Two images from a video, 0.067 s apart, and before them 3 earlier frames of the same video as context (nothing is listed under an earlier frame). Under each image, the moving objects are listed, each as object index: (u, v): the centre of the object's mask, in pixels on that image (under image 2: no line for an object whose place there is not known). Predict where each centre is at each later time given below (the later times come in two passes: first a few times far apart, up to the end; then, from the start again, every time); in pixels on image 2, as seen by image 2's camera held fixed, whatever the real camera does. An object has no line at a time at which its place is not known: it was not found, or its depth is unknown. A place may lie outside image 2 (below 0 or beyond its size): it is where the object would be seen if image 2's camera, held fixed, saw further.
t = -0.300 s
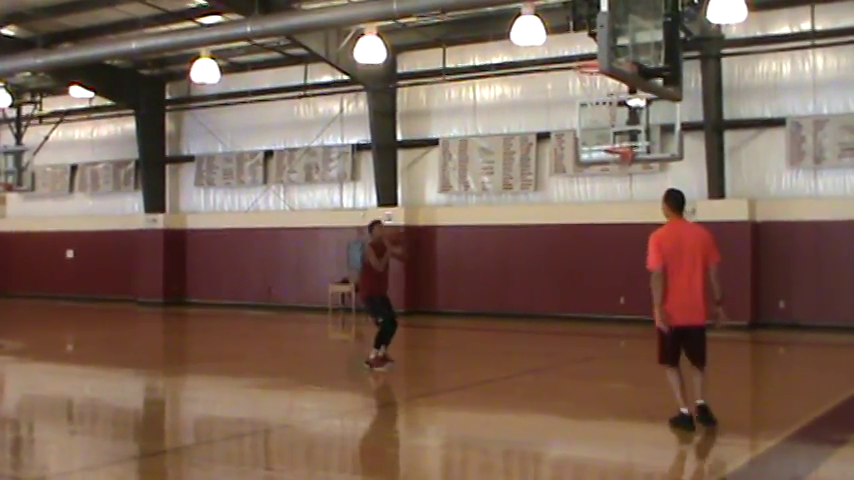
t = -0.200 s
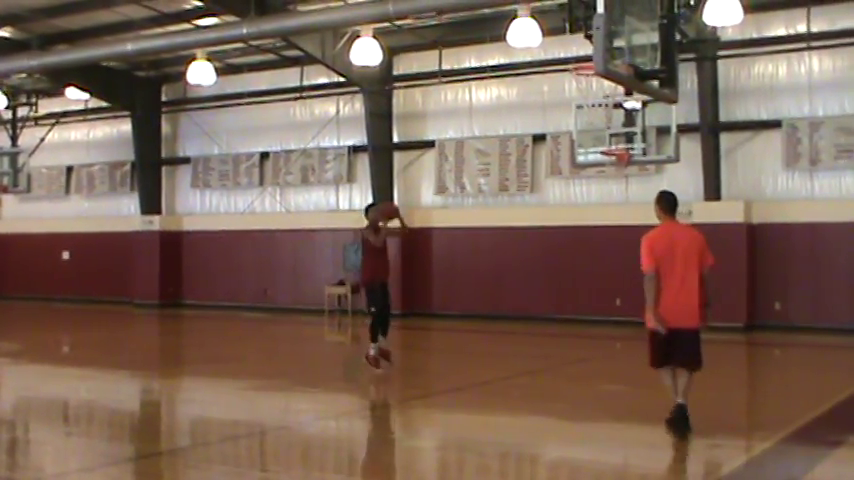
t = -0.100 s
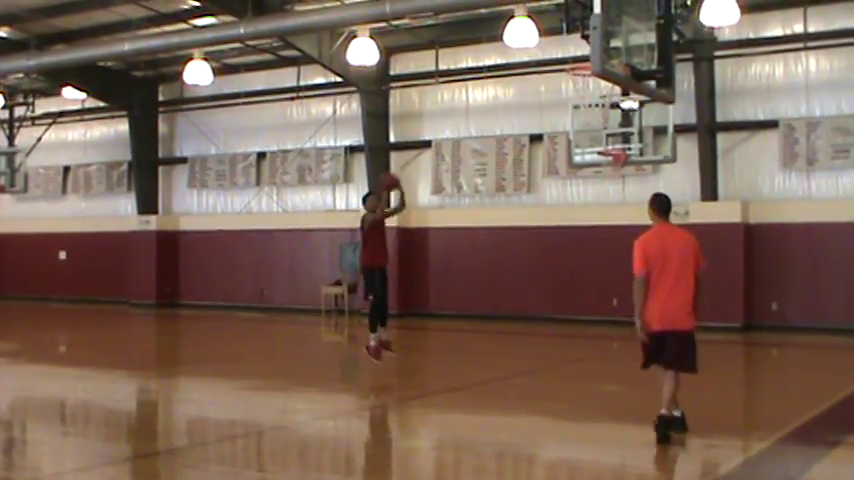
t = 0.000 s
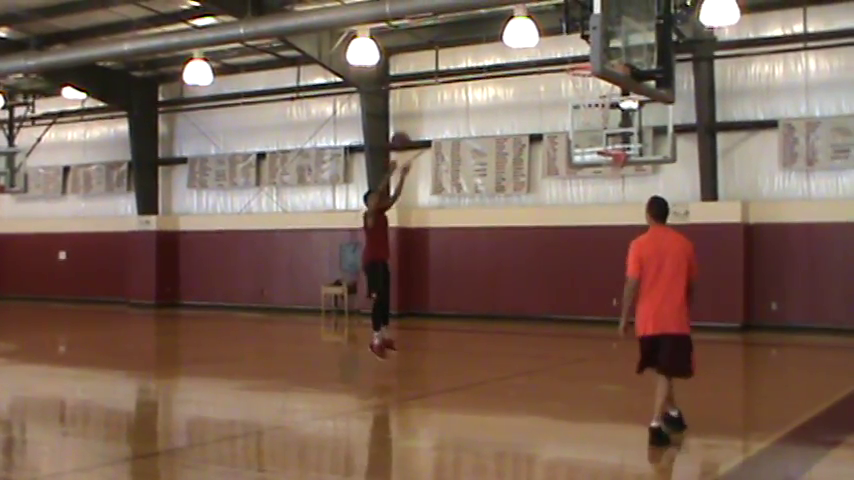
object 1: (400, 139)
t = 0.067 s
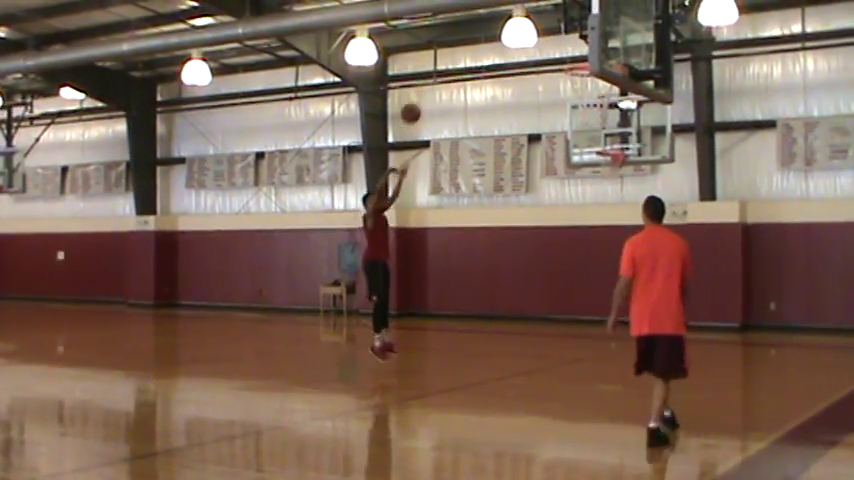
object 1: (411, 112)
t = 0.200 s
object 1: (435, 66)
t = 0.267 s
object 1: (448, 46)
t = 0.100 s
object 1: (416, 100)
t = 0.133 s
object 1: (423, 88)
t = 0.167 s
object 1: (427, 77)
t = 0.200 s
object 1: (435, 66)
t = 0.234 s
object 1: (441, 56)
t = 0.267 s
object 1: (448, 46)
